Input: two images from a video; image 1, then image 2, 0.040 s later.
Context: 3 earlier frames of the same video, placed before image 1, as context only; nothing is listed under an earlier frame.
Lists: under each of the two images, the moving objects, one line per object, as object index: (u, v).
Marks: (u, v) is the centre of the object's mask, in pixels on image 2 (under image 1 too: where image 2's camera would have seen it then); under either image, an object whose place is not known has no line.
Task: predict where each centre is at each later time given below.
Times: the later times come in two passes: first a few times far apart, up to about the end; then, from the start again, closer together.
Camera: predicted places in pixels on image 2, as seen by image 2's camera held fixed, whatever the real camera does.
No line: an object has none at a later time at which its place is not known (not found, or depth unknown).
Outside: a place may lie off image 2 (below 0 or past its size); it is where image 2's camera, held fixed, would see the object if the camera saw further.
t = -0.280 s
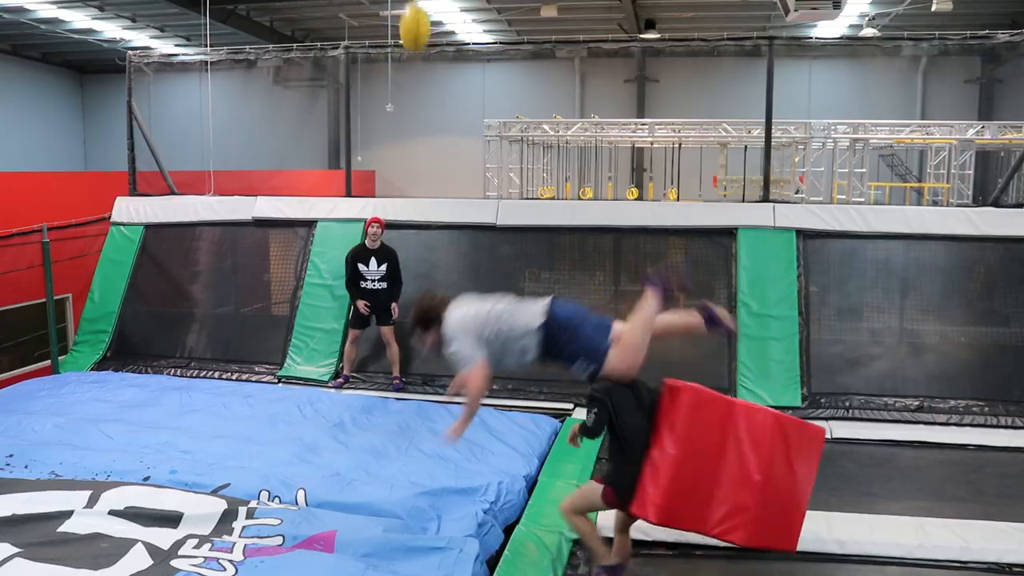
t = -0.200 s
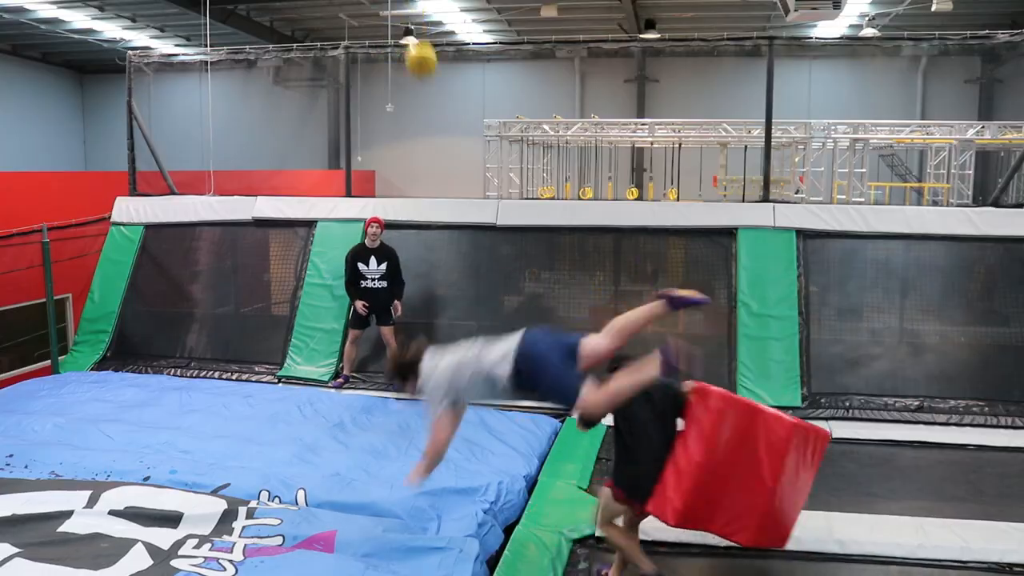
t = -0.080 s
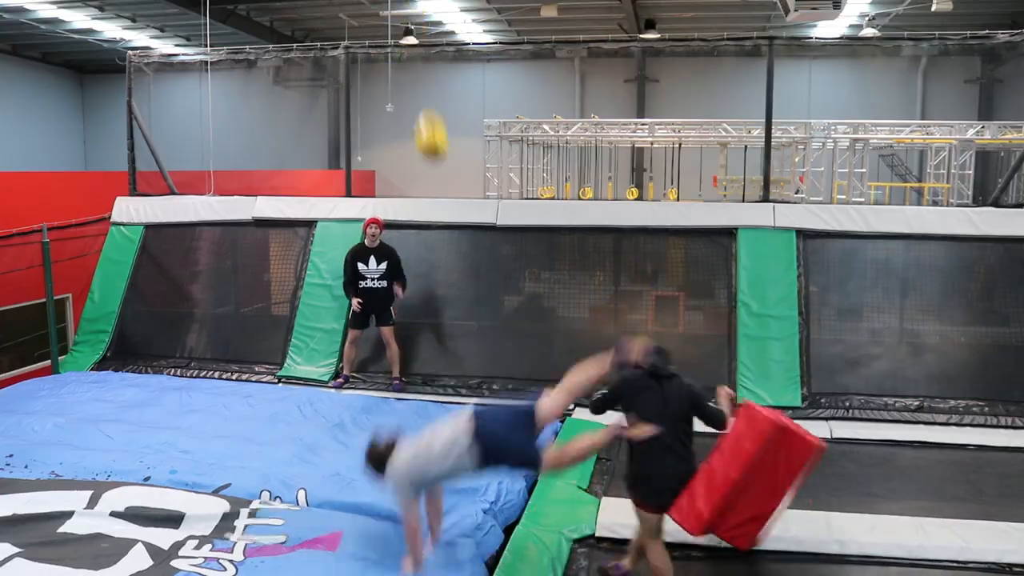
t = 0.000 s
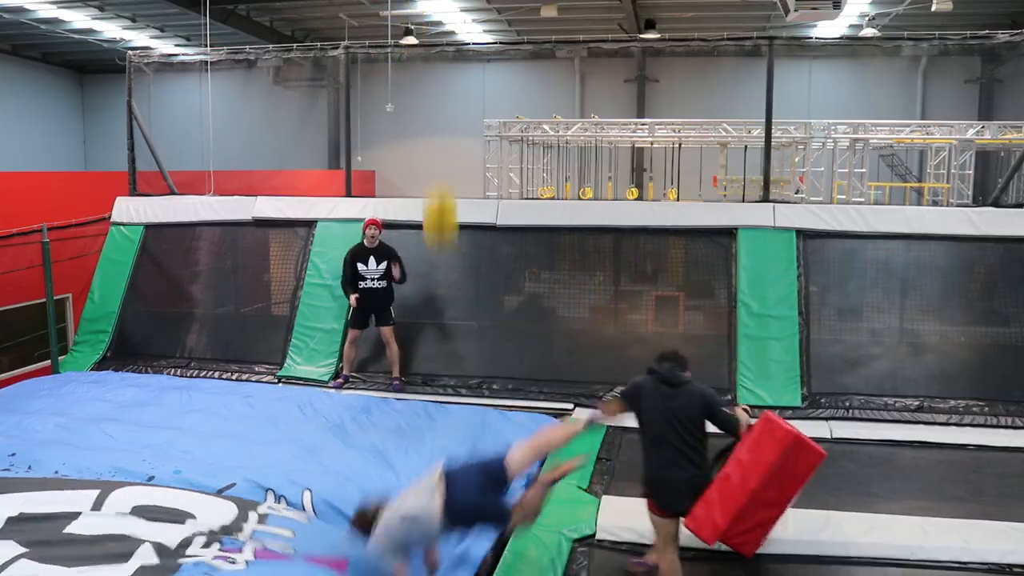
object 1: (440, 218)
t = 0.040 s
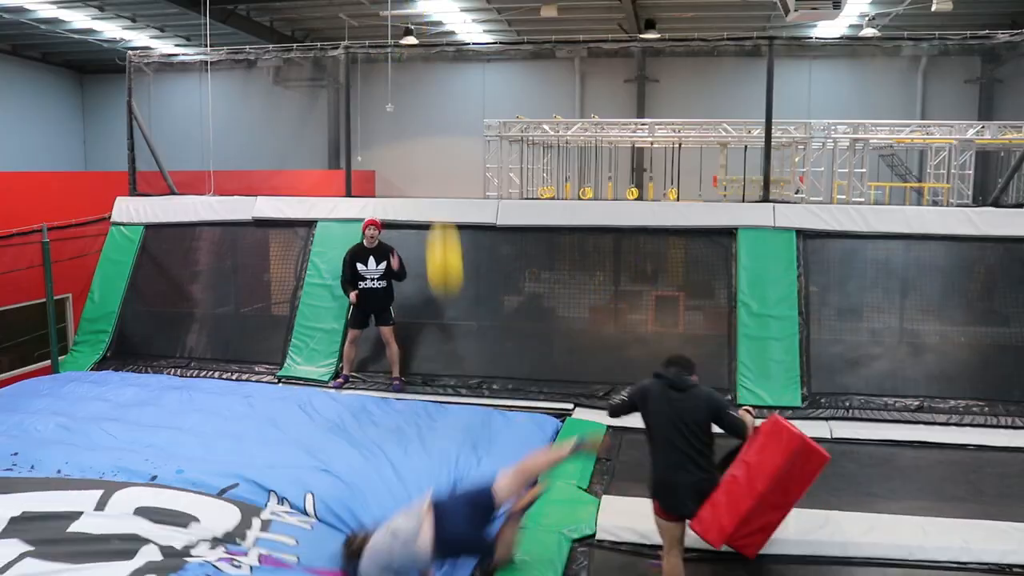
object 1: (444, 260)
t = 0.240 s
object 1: (473, 554)
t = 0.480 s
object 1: (519, 548)
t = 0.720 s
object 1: (581, 440)
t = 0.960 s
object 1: (655, 462)
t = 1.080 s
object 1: (694, 535)
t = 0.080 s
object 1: (448, 307)
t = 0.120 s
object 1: (454, 364)
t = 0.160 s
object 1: (460, 424)
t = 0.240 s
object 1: (473, 554)
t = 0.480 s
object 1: (519, 548)
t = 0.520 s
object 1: (529, 526)
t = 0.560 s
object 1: (539, 503)
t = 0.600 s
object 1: (549, 482)
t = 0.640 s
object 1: (560, 465)
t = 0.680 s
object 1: (570, 451)
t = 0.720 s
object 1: (581, 440)
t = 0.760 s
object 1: (594, 434)
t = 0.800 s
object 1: (605, 432)
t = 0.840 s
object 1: (617, 433)
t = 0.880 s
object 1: (629, 437)
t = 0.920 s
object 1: (642, 446)
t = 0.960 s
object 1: (655, 462)
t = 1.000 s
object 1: (666, 480)
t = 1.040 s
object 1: (680, 509)
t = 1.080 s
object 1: (694, 535)
